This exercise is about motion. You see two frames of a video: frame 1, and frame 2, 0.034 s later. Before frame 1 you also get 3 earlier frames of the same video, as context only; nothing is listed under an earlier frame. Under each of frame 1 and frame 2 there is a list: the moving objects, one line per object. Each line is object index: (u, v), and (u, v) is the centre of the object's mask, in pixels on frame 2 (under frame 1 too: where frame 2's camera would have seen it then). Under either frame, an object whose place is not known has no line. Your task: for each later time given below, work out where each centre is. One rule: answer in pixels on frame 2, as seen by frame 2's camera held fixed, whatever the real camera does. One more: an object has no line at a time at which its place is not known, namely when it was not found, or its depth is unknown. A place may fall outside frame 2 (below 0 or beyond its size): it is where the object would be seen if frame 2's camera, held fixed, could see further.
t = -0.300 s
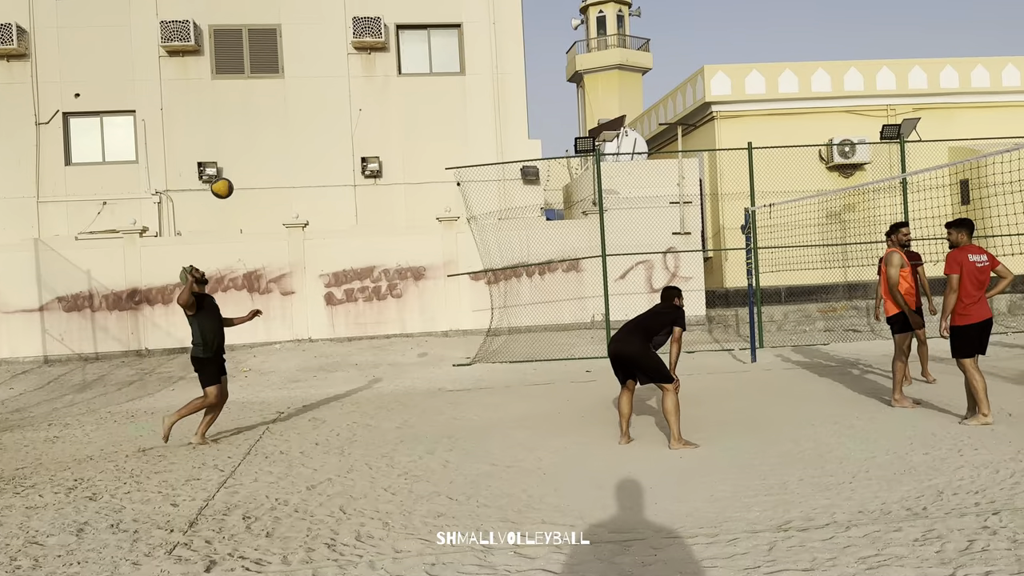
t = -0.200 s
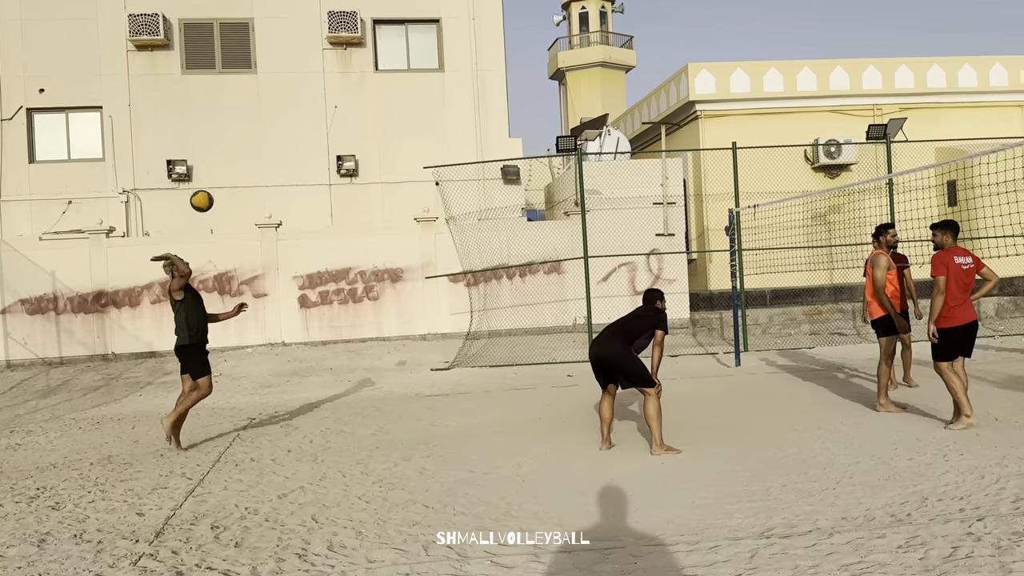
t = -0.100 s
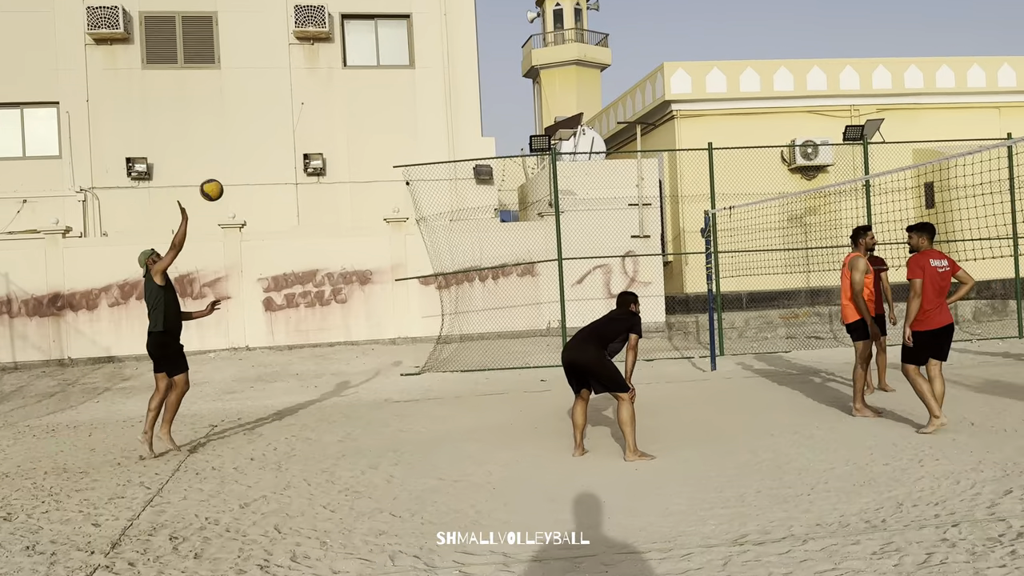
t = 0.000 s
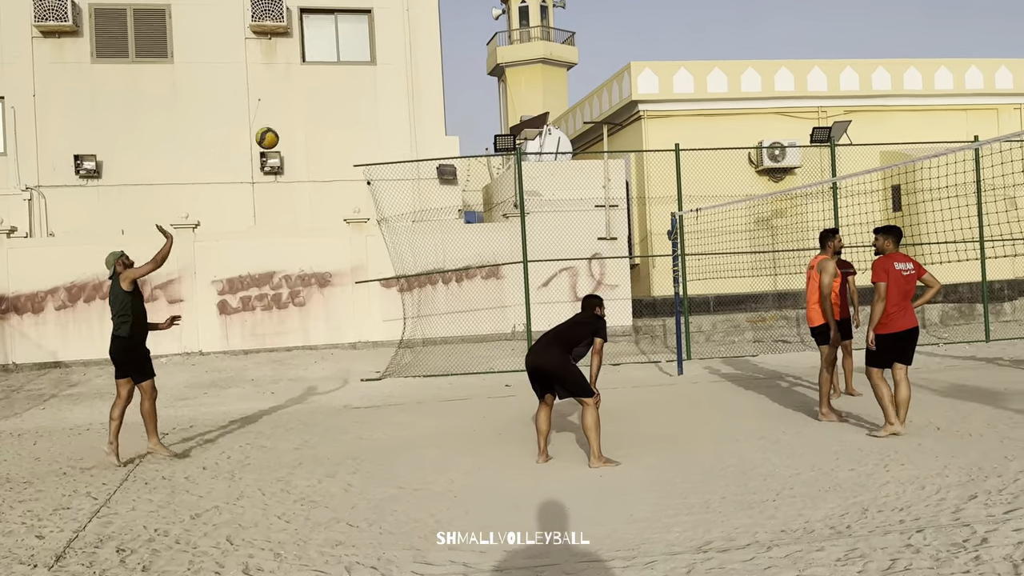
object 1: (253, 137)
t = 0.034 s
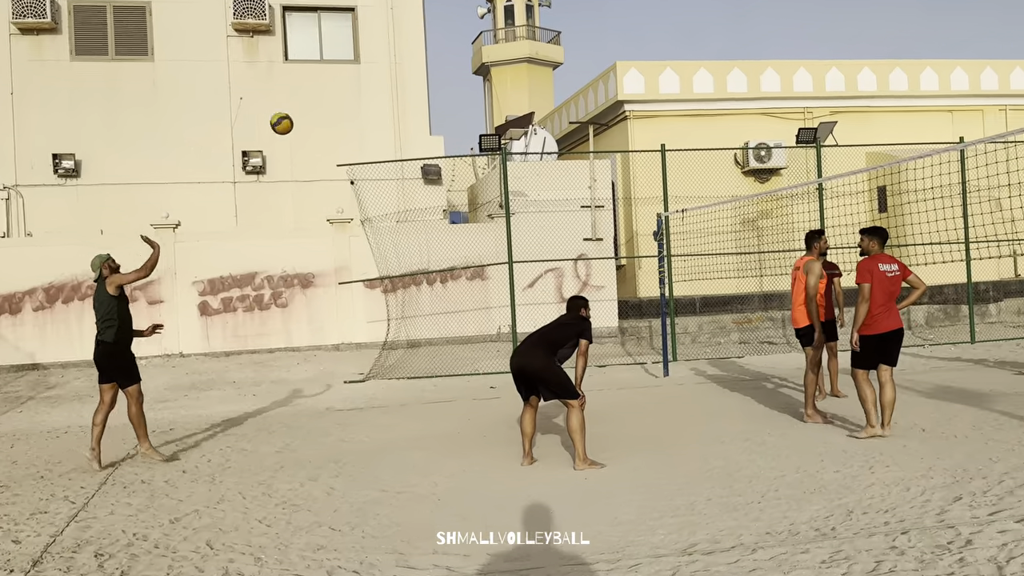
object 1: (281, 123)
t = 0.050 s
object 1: (296, 117)
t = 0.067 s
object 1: (310, 112)
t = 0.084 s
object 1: (323, 106)
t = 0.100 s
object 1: (337, 101)
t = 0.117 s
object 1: (350, 96)
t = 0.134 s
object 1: (364, 92)
